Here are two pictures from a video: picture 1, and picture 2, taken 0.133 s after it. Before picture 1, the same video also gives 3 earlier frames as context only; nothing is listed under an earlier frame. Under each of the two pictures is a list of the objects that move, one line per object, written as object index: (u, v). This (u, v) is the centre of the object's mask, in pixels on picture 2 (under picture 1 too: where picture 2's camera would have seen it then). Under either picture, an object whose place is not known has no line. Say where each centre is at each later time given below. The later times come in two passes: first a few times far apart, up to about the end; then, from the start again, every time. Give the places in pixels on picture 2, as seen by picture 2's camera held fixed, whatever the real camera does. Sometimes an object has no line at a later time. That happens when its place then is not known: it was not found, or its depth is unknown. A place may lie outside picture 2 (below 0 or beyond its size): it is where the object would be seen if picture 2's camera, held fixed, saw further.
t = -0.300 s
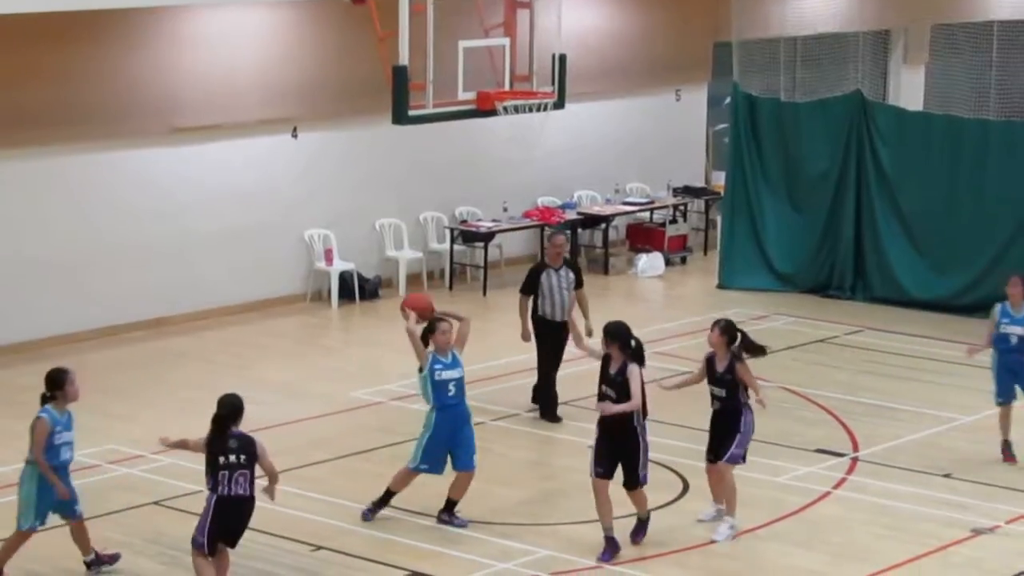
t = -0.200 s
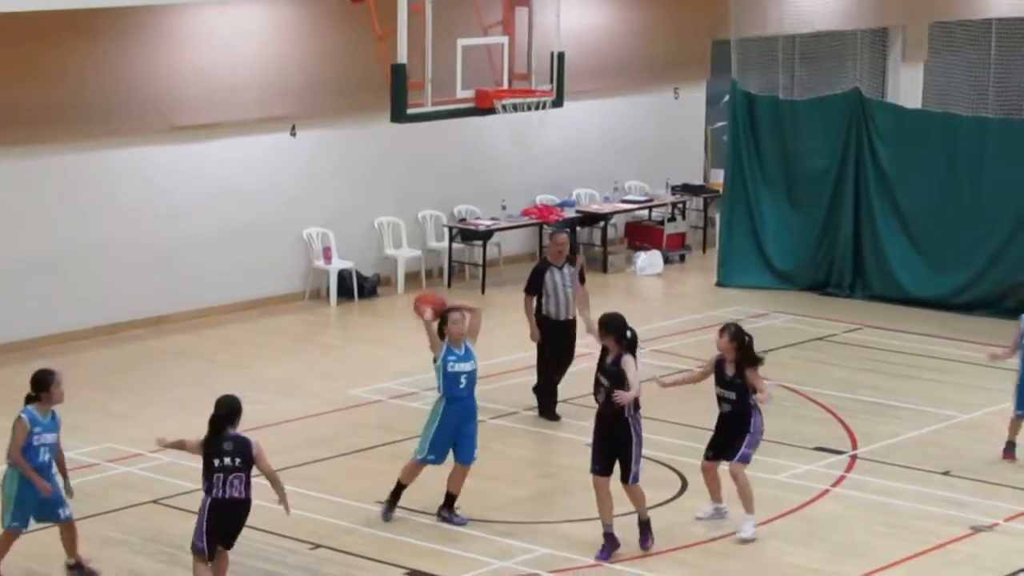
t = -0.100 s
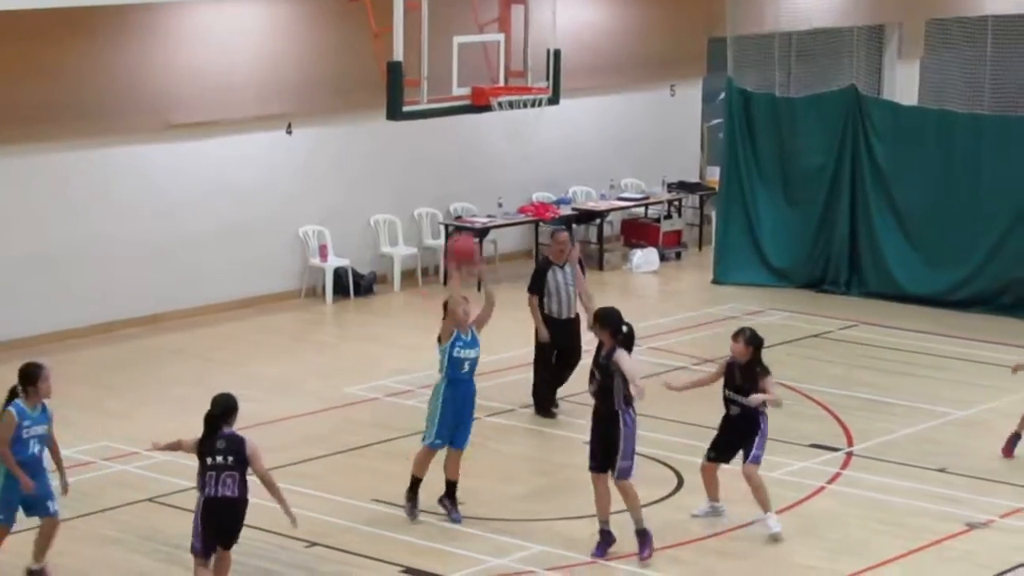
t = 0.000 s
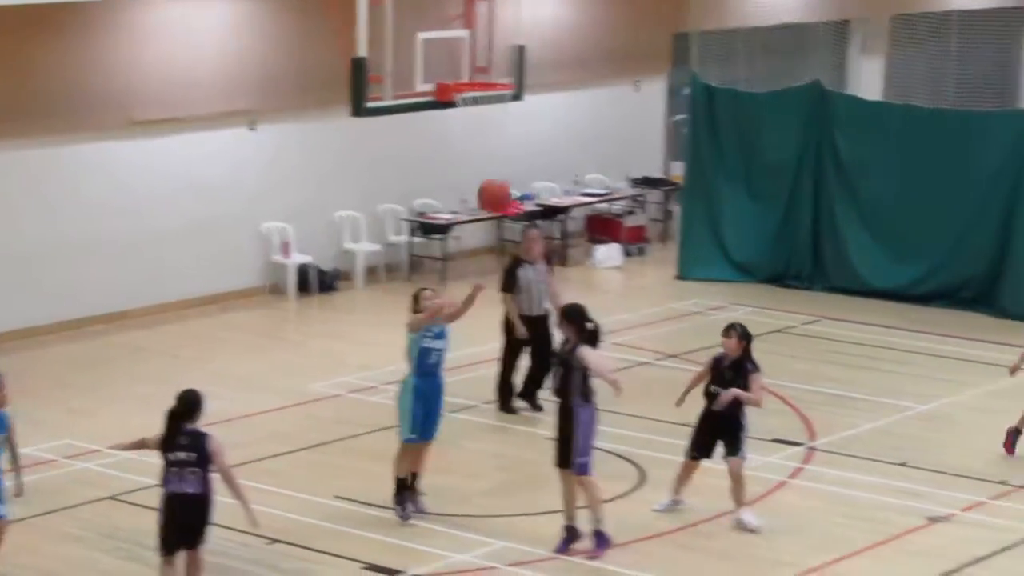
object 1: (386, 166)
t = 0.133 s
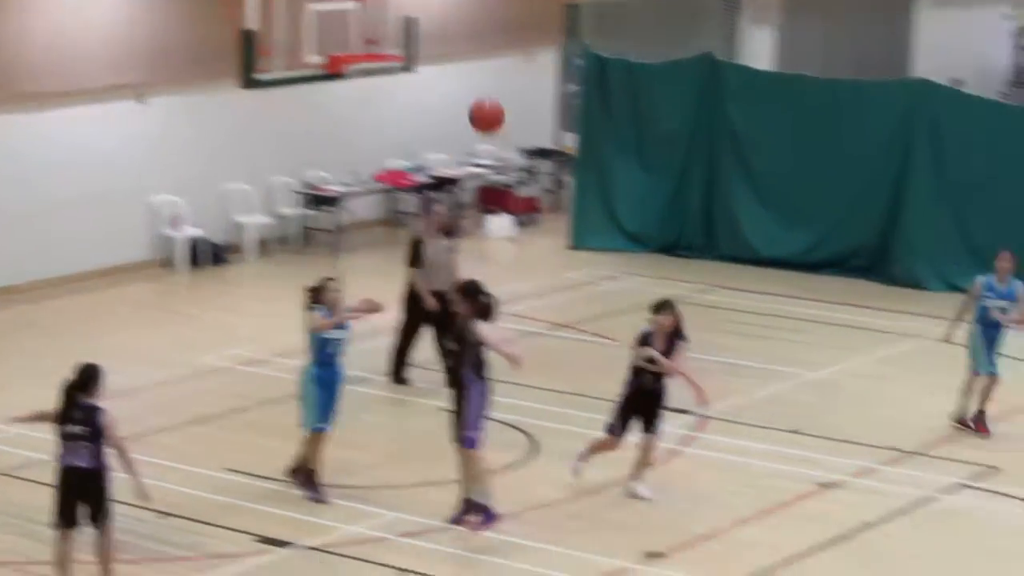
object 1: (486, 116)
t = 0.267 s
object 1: (597, 88)
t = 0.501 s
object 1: (812, 107)
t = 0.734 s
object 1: (1056, 229)
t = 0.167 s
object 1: (513, 107)
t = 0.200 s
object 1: (541, 101)
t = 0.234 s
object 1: (569, 94)
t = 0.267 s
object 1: (597, 88)
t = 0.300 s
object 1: (626, 86)
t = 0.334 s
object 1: (656, 85)
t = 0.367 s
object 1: (686, 86)
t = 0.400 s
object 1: (717, 89)
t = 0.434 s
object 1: (748, 93)
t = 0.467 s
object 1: (779, 99)
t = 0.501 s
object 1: (812, 107)
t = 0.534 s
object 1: (844, 119)
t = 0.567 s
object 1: (875, 132)
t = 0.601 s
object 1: (908, 146)
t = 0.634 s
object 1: (942, 162)
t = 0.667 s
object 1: (977, 181)
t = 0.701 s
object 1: (1016, 204)
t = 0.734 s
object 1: (1056, 229)
